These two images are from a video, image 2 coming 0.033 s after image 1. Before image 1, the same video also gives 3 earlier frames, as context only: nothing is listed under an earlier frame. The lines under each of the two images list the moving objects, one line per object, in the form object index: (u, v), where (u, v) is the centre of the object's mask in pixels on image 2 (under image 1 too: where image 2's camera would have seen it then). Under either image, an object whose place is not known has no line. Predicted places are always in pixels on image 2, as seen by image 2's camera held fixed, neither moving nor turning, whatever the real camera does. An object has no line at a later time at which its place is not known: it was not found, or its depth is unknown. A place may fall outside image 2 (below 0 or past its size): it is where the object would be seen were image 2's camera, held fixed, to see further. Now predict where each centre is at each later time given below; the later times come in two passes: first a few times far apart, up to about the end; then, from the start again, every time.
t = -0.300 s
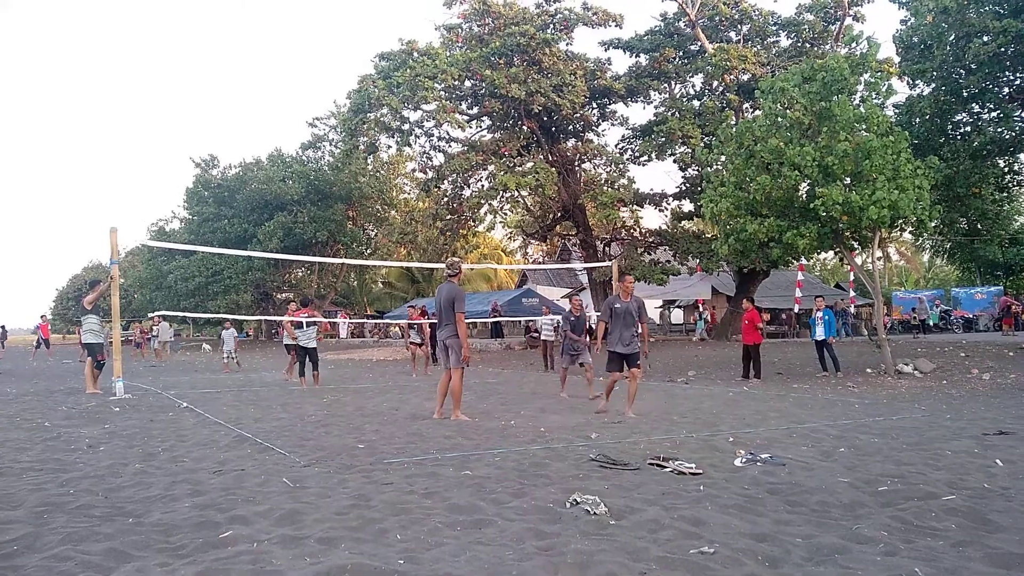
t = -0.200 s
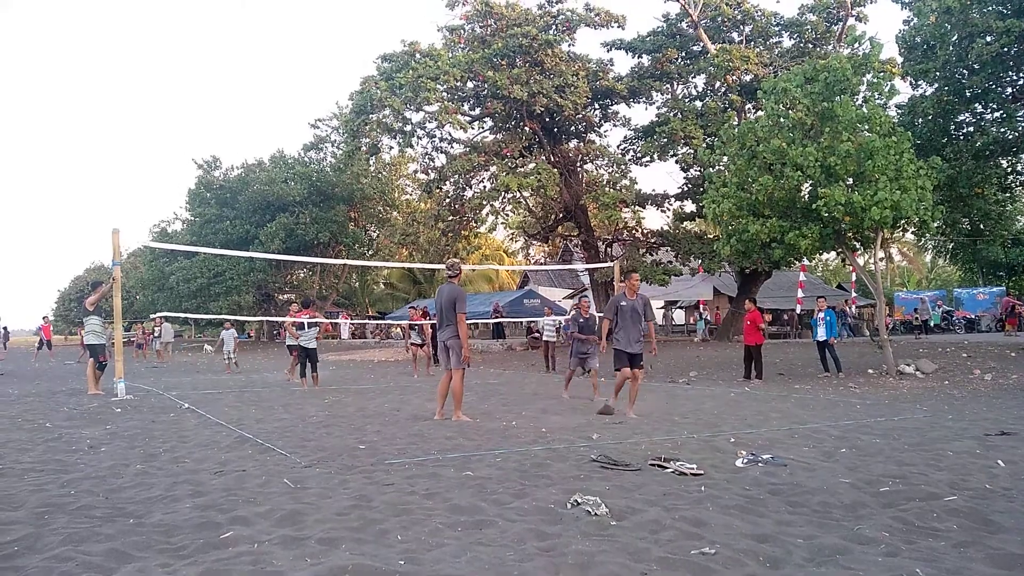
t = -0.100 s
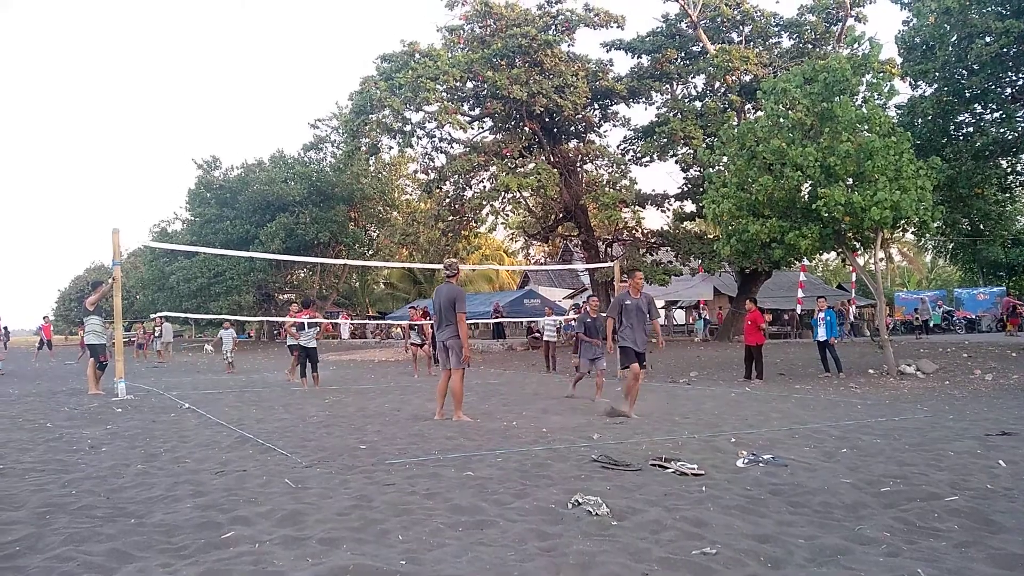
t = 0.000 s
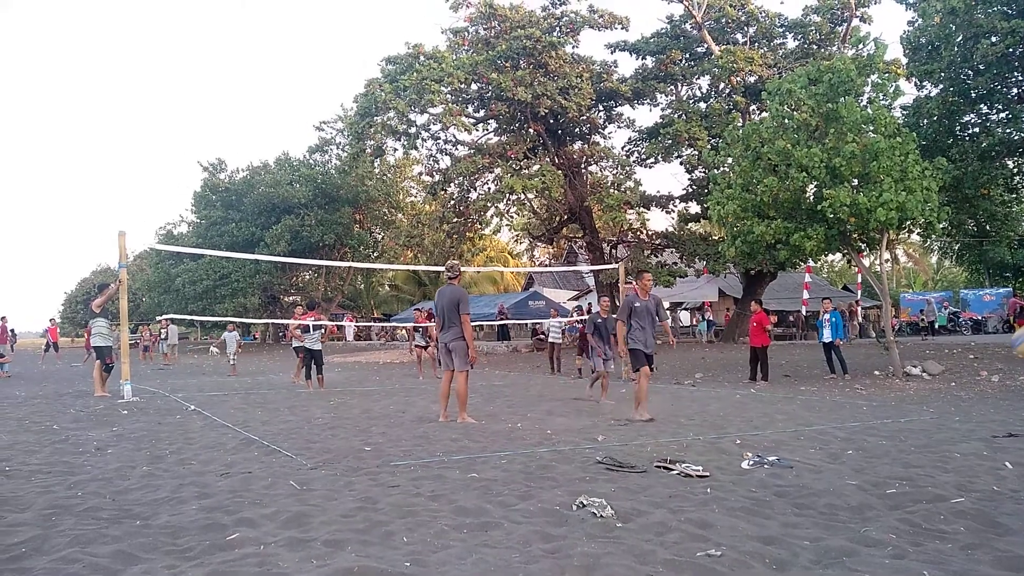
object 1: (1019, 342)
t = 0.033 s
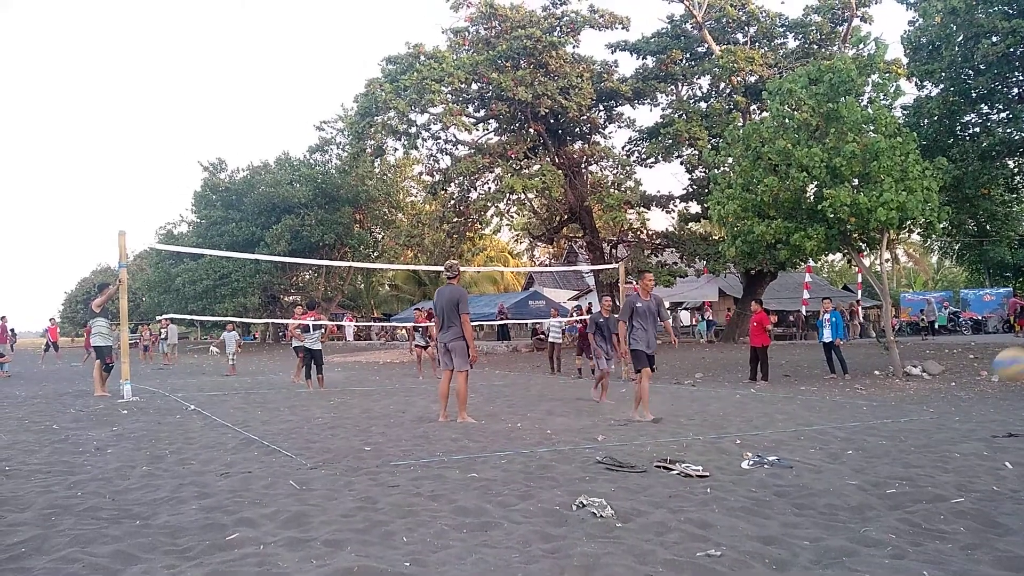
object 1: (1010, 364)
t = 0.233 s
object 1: (944, 398)
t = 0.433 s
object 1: (916, 338)
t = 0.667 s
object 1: (888, 334)
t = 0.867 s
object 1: (867, 386)
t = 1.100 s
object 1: (840, 418)
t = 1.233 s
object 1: (823, 413)
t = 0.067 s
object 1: (995, 387)
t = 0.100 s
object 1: (979, 410)
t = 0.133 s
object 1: (965, 432)
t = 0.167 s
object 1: (955, 432)
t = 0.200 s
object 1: (949, 414)
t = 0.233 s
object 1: (944, 398)
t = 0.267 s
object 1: (940, 385)
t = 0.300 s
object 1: (935, 373)
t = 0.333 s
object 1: (930, 362)
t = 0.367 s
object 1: (925, 353)
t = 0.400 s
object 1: (921, 345)
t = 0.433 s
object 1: (916, 338)
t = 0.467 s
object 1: (912, 333)
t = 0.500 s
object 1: (908, 330)
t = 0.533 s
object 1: (905, 328)
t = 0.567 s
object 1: (900, 327)
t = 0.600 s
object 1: (896, 328)
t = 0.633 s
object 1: (892, 330)
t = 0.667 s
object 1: (888, 334)
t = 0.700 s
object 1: (884, 339)
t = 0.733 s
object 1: (881, 345)
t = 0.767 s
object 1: (877, 353)
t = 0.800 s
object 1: (874, 362)
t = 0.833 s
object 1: (870, 373)
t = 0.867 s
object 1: (867, 386)
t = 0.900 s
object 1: (864, 399)
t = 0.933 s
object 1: (861, 414)
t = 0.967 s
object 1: (859, 431)
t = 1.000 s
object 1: (854, 436)
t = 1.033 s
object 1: (849, 428)
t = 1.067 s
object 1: (844, 422)
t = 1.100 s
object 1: (840, 418)
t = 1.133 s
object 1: (836, 414)
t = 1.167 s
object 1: (832, 412)
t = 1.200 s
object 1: (827, 412)
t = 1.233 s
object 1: (823, 413)
